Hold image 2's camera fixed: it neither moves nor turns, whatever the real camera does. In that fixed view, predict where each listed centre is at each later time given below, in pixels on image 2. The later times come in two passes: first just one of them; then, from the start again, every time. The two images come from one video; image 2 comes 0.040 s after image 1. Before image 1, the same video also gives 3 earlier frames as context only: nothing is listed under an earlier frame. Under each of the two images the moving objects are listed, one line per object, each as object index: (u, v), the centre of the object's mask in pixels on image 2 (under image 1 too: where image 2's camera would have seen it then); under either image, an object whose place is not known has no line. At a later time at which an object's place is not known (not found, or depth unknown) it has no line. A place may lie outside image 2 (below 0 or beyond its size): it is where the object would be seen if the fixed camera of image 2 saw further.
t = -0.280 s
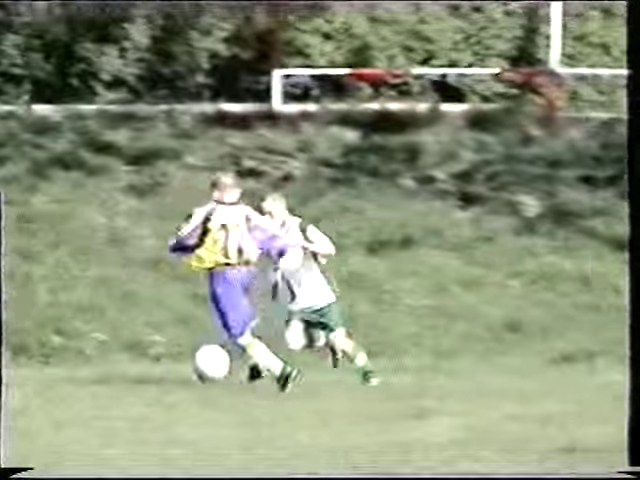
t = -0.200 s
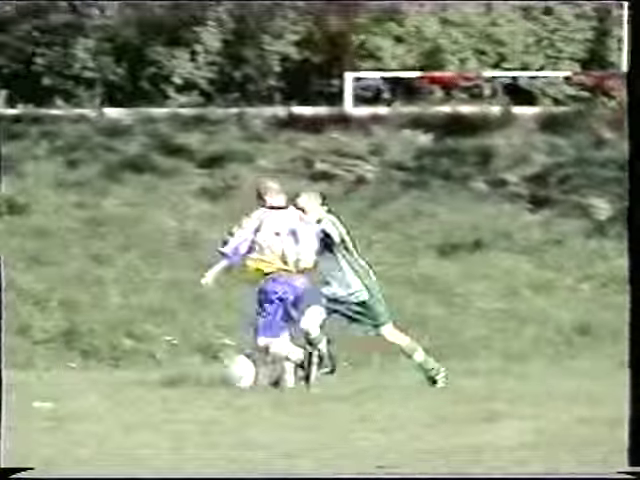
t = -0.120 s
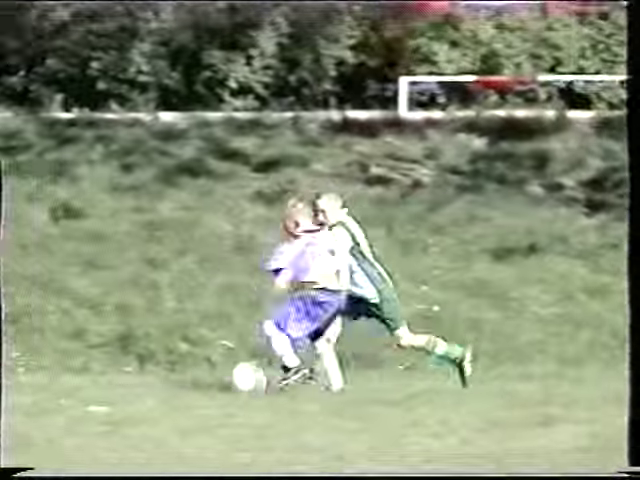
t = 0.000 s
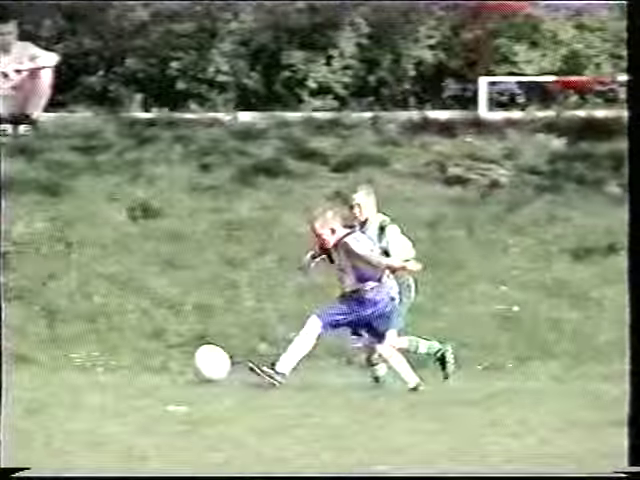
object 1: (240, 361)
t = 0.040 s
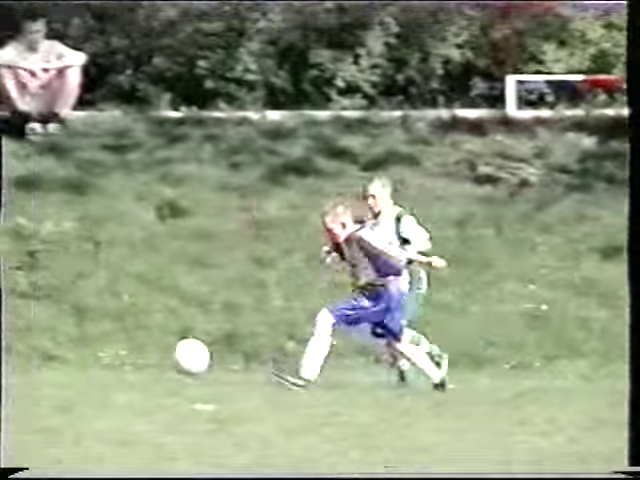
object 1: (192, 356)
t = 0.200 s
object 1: (2, 361)
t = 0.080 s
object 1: (146, 352)
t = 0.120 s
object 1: (98, 352)
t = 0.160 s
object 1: (50, 356)
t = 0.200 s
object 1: (2, 361)
